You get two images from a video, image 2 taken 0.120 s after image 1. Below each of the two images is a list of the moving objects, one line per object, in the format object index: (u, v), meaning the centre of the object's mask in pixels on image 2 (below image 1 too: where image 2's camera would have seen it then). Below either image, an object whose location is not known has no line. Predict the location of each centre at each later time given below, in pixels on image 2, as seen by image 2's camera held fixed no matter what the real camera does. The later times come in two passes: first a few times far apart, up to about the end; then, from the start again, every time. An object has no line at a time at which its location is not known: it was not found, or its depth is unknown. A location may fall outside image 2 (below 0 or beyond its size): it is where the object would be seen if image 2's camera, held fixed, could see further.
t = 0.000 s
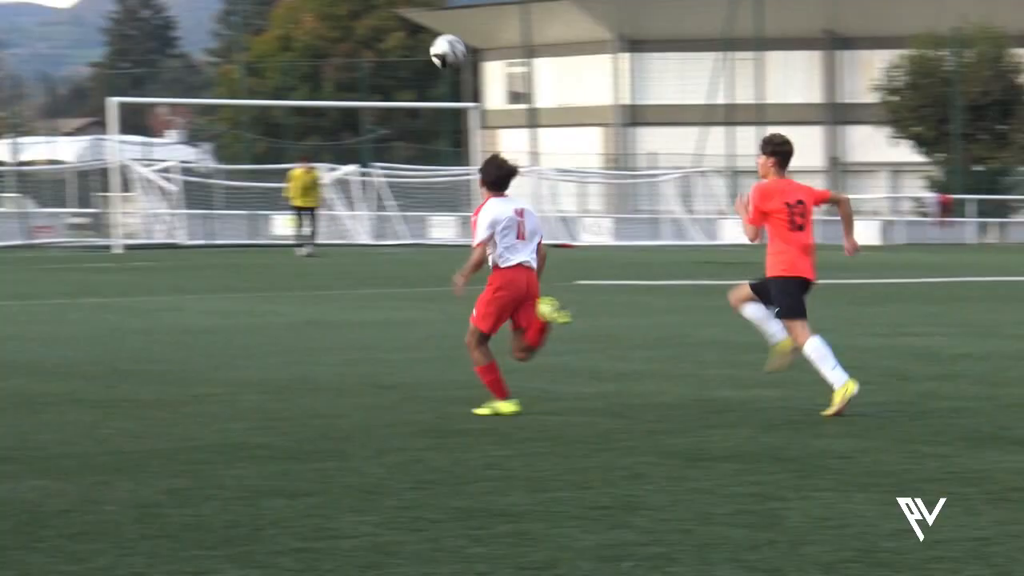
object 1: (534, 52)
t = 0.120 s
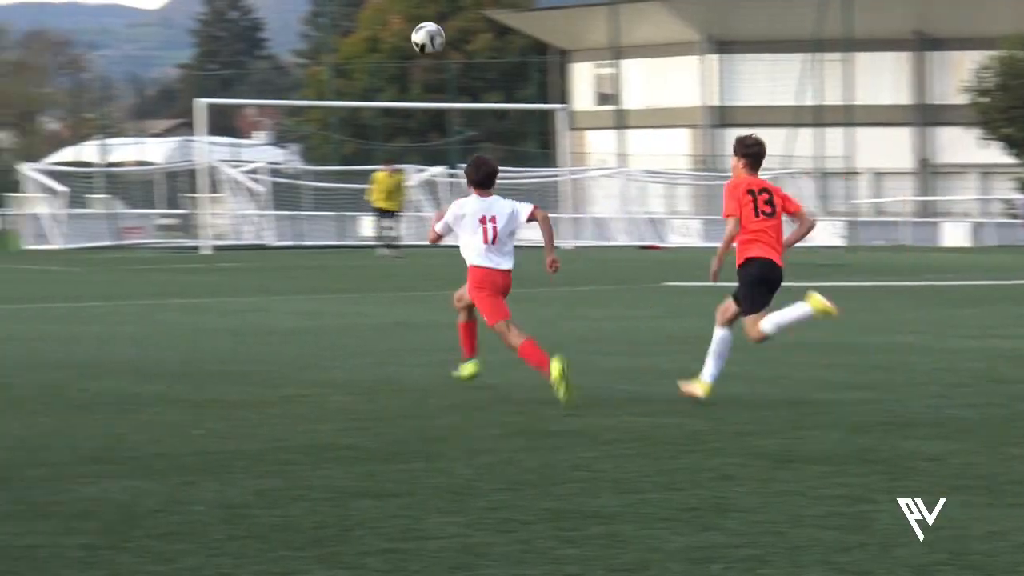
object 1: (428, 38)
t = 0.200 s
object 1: (365, 41)
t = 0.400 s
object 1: (221, 85)
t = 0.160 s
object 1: (396, 38)
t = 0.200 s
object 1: (365, 41)
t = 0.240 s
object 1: (334, 46)
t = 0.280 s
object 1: (304, 53)
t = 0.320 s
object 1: (276, 61)
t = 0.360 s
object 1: (247, 72)
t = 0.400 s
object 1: (221, 85)
